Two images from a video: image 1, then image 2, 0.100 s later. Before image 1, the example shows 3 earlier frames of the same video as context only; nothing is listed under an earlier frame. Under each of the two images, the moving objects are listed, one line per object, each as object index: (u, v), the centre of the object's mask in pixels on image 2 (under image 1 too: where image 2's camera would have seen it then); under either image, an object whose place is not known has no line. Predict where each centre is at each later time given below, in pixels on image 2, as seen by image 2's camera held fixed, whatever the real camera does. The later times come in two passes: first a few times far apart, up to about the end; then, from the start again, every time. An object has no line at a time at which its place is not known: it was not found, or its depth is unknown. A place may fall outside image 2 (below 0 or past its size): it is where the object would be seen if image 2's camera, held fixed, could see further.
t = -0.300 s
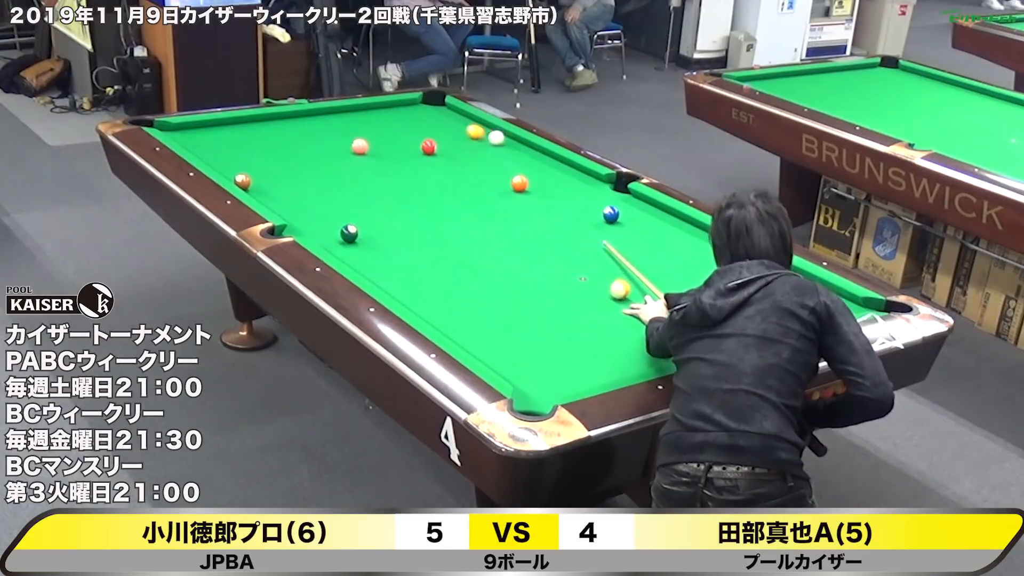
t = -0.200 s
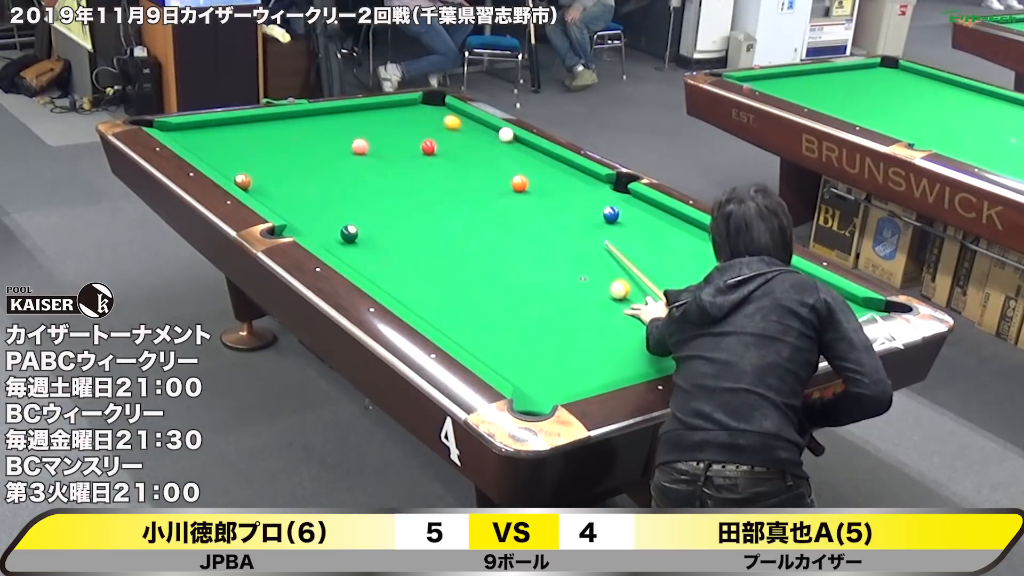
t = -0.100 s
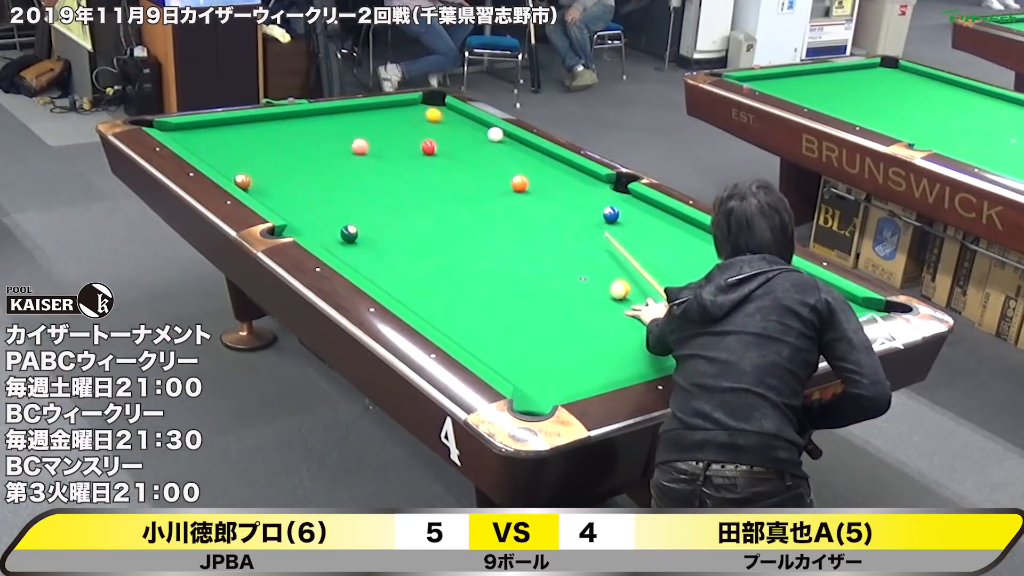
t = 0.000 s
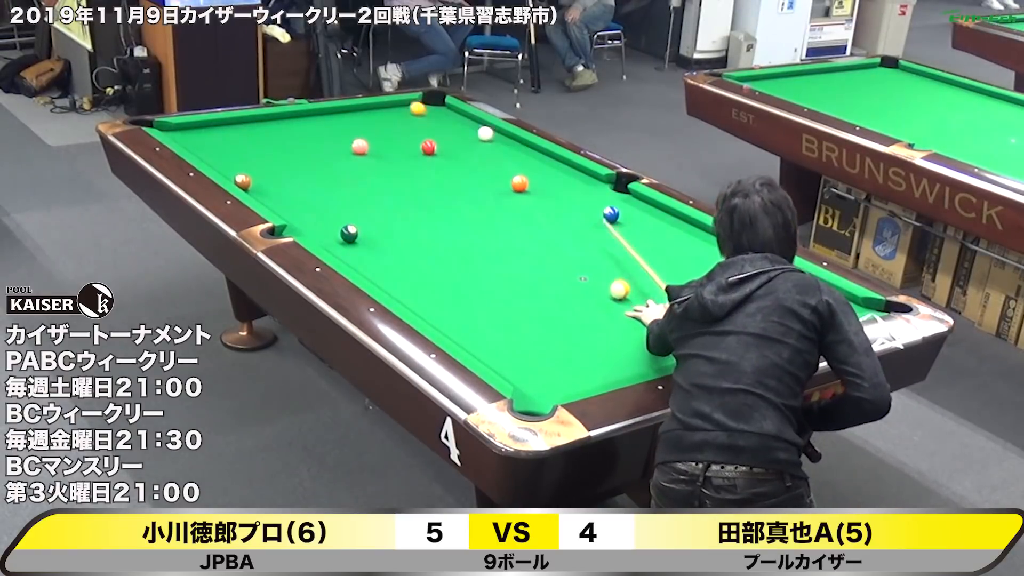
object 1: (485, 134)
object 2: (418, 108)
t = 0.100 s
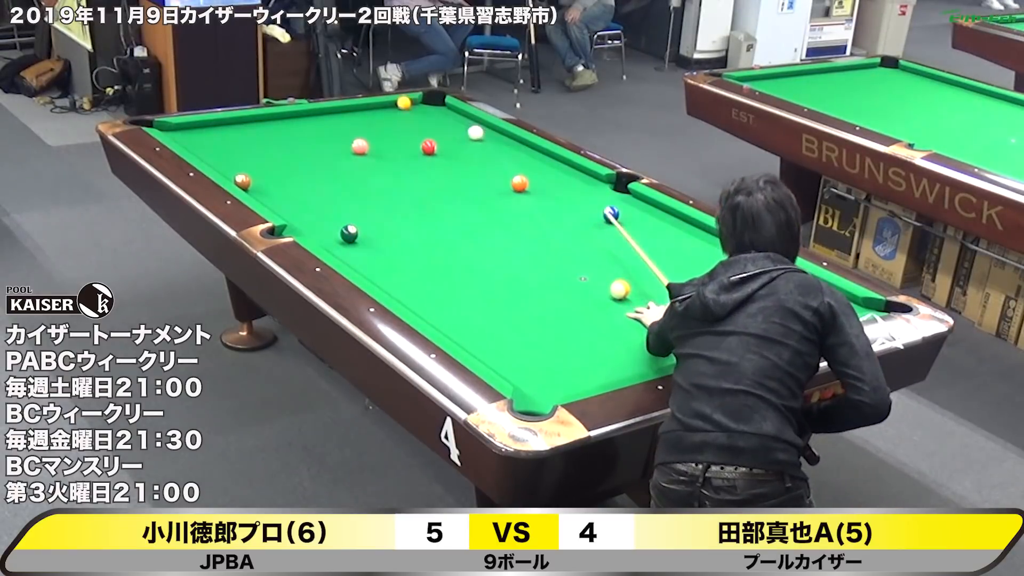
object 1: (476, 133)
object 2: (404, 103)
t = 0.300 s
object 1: (456, 131)
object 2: (419, 111)
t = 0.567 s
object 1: (432, 130)
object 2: (439, 120)
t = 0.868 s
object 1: (407, 128)
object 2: (460, 132)
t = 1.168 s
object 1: (383, 126)
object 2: (482, 143)
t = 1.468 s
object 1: (361, 124)
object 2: (504, 155)
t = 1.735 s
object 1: (343, 123)
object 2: (524, 165)
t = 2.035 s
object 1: (325, 122)
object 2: (545, 176)
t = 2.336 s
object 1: (308, 120)
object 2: (566, 187)
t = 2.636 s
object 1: (293, 119)
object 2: (587, 198)
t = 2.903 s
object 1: (280, 118)
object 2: (603, 205)
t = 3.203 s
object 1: (268, 117)
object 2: (621, 209)
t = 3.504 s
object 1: (264, 118)
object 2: (632, 213)
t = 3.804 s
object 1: (262, 119)
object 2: (642, 214)
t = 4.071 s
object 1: (260, 120)
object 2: (649, 216)
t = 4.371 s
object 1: (260, 120)
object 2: (656, 217)
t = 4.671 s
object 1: (260, 120)
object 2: (661, 218)
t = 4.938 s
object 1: (260, 120)
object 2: (663, 219)
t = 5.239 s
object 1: (259, 120)
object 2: (665, 219)
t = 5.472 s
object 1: (259, 120)
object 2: (665, 219)
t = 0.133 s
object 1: (472, 133)
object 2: (406, 104)
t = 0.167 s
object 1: (469, 132)
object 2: (409, 105)
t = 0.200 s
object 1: (466, 132)
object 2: (412, 107)
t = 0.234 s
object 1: (463, 132)
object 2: (414, 108)
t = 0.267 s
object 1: (460, 132)
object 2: (416, 110)
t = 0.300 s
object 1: (456, 131)
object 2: (419, 111)
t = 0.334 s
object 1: (453, 131)
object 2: (421, 112)
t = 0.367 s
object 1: (450, 131)
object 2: (424, 113)
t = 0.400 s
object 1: (447, 131)
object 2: (426, 114)
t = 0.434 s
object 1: (444, 131)
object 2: (429, 115)
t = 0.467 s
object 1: (441, 130)
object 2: (431, 117)
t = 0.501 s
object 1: (438, 130)
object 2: (433, 118)
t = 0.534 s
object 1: (435, 130)
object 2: (435, 118)
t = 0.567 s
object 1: (432, 130)
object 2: (439, 120)
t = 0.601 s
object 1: (429, 130)
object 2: (442, 122)
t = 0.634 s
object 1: (427, 129)
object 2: (443, 123)
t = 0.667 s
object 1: (424, 129)
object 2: (446, 124)
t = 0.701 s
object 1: (421, 129)
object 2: (448, 126)
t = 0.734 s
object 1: (418, 128)
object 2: (450, 127)
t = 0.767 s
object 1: (415, 128)
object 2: (453, 128)
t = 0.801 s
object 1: (413, 128)
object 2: (455, 129)
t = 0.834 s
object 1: (410, 128)
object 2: (458, 131)
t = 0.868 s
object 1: (407, 128)
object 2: (460, 132)
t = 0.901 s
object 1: (404, 128)
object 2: (462, 133)
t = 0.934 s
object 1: (402, 127)
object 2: (465, 134)
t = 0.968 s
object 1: (399, 127)
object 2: (467, 136)
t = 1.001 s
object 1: (396, 127)
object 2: (470, 137)
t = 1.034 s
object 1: (394, 127)
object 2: (472, 138)
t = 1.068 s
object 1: (391, 127)
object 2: (475, 140)
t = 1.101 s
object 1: (389, 126)
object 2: (477, 141)
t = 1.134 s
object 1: (386, 126)
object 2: (480, 142)
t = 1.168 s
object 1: (383, 126)
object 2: (482, 143)
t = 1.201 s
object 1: (381, 126)
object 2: (484, 144)
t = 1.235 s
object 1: (378, 126)
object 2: (487, 146)
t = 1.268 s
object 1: (376, 125)
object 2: (489, 147)
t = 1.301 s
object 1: (373, 125)
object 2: (491, 148)
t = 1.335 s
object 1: (371, 125)
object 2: (494, 150)
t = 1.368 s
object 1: (368, 125)
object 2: (497, 151)
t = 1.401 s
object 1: (366, 125)
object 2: (499, 152)
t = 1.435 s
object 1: (364, 124)
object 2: (502, 153)
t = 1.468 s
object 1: (361, 124)
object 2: (504, 155)
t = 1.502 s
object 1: (359, 124)
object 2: (506, 156)
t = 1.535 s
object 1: (357, 124)
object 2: (509, 157)
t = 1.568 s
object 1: (355, 124)
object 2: (511, 158)
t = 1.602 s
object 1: (353, 124)
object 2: (514, 160)
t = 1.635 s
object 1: (350, 123)
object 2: (516, 161)
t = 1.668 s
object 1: (348, 123)
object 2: (519, 162)
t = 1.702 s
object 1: (346, 123)
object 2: (521, 163)
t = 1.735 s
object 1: (343, 123)
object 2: (524, 165)
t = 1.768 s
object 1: (341, 123)
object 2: (526, 166)
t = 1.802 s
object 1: (339, 123)
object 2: (528, 167)
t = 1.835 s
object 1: (337, 123)
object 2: (531, 168)
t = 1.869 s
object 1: (335, 122)
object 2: (533, 170)
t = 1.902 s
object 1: (333, 122)
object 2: (535, 171)
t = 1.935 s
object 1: (331, 122)
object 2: (538, 172)
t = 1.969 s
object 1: (329, 122)
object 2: (540, 173)
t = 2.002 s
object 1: (327, 122)
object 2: (543, 175)
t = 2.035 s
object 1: (325, 122)
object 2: (545, 176)
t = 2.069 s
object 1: (323, 122)
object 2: (547, 177)
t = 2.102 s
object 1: (321, 121)
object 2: (550, 178)
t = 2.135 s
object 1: (319, 121)
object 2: (552, 179)
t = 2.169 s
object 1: (317, 121)
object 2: (554, 181)
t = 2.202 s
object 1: (315, 121)
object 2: (557, 182)
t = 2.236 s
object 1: (313, 121)
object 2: (559, 183)
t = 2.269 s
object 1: (311, 121)
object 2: (561, 184)
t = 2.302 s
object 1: (310, 120)
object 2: (564, 186)
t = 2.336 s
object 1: (308, 120)
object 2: (566, 187)
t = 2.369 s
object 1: (306, 120)
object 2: (568, 188)
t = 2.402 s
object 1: (304, 120)
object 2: (571, 189)
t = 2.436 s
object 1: (303, 120)
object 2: (573, 191)
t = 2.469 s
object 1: (301, 120)
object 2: (576, 192)
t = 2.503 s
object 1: (299, 120)
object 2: (578, 193)
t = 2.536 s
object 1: (297, 120)
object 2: (580, 194)
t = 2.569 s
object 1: (296, 119)
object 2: (582, 195)
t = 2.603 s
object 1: (294, 119)
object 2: (584, 196)
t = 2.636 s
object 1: (293, 119)
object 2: (587, 198)
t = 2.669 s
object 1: (291, 119)
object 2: (589, 199)
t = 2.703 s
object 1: (289, 119)
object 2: (591, 200)
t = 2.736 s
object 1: (288, 119)
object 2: (594, 201)
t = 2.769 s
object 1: (286, 119)
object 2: (596, 202)
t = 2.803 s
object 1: (285, 119)
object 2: (598, 203)
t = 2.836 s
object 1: (283, 119)
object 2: (600, 204)
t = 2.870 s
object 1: (282, 119)
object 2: (601, 205)
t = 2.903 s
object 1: (280, 118)
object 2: (603, 205)
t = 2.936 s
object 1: (279, 118)
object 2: (606, 205)
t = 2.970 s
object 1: (278, 118)
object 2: (607, 205)
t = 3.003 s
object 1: (276, 118)
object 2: (610, 206)
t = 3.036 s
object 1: (275, 118)
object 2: (612, 206)
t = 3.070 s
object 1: (274, 118)
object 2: (614, 206)
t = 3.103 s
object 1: (272, 118)
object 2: (616, 207)
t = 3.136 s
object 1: (271, 118)
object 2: (617, 207)
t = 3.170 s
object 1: (270, 118)
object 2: (620, 208)
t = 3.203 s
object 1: (268, 117)
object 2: (621, 209)
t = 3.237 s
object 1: (267, 117)
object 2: (622, 209)
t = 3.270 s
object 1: (266, 117)
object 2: (623, 209)
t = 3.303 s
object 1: (266, 117)
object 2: (625, 210)
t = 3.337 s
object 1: (265, 117)
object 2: (626, 211)
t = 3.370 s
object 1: (265, 118)
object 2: (627, 211)
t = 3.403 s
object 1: (265, 118)
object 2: (628, 212)
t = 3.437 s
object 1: (264, 118)
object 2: (629, 212)
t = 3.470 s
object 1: (264, 118)
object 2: (630, 212)
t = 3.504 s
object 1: (264, 118)
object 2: (632, 213)
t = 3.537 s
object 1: (264, 118)
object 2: (633, 213)
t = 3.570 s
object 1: (263, 118)
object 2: (634, 213)
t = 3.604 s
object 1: (263, 119)
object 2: (635, 213)
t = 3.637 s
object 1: (263, 119)
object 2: (636, 214)
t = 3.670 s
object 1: (263, 119)
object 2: (637, 214)
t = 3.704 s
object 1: (262, 119)
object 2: (639, 214)
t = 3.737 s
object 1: (262, 119)
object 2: (640, 214)
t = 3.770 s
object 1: (262, 119)
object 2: (641, 214)
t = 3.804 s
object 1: (262, 119)
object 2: (642, 214)
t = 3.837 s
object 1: (262, 119)
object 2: (643, 215)
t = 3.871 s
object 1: (261, 119)
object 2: (644, 215)
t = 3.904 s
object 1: (261, 119)
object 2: (645, 215)
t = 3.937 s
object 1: (261, 120)
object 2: (646, 215)
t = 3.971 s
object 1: (261, 119)
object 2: (647, 215)
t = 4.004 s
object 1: (261, 120)
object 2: (648, 216)
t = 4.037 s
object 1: (261, 120)
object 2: (649, 216)
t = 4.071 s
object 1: (260, 120)
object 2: (649, 216)
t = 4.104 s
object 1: (260, 120)
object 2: (650, 216)
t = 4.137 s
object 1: (260, 120)
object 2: (651, 216)
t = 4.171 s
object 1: (260, 120)
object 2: (651, 216)
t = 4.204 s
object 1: (260, 120)
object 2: (652, 216)
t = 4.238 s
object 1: (260, 120)
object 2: (653, 217)
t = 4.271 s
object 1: (260, 120)
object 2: (654, 217)
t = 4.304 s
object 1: (260, 120)
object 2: (655, 217)
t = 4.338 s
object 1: (260, 120)
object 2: (655, 217)
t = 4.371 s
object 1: (260, 120)
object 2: (656, 217)
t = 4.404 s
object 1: (260, 120)
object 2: (656, 217)
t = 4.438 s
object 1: (260, 120)
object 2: (657, 218)
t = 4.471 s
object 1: (260, 120)
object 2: (658, 218)
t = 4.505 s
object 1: (260, 120)
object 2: (658, 218)
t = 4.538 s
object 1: (260, 120)
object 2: (659, 218)
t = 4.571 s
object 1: (260, 120)
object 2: (659, 218)
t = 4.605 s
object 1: (260, 120)
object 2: (660, 218)
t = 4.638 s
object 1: (260, 120)
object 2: (660, 218)
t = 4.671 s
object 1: (260, 120)
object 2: (661, 218)
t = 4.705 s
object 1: (260, 120)
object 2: (661, 218)
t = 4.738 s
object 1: (260, 120)
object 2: (661, 218)
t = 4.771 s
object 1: (260, 120)
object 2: (662, 218)
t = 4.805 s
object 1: (259, 120)
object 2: (662, 218)
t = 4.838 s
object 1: (259, 120)
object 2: (662, 218)
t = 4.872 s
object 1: (259, 120)
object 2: (663, 218)
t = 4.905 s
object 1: (260, 120)
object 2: (663, 218)
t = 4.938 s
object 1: (260, 120)
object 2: (663, 219)
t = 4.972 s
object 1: (259, 120)
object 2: (664, 219)
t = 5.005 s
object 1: (260, 120)
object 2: (664, 219)
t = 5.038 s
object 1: (259, 120)
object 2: (664, 219)
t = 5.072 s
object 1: (259, 120)
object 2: (664, 219)
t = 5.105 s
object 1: (259, 120)
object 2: (665, 219)
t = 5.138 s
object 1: (259, 120)
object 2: (665, 219)
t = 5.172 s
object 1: (259, 120)
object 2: (665, 219)
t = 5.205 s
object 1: (260, 120)
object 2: (665, 219)
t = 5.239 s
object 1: (259, 120)
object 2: (665, 219)
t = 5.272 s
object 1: (259, 120)
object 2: (665, 219)
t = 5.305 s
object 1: (259, 120)
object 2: (665, 219)
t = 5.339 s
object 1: (259, 120)
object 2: (665, 219)
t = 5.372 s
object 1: (259, 120)
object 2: (665, 219)
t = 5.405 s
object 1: (259, 120)
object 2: (665, 219)
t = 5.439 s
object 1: (259, 120)
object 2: (665, 219)
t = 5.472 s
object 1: (259, 120)
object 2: (665, 219)
